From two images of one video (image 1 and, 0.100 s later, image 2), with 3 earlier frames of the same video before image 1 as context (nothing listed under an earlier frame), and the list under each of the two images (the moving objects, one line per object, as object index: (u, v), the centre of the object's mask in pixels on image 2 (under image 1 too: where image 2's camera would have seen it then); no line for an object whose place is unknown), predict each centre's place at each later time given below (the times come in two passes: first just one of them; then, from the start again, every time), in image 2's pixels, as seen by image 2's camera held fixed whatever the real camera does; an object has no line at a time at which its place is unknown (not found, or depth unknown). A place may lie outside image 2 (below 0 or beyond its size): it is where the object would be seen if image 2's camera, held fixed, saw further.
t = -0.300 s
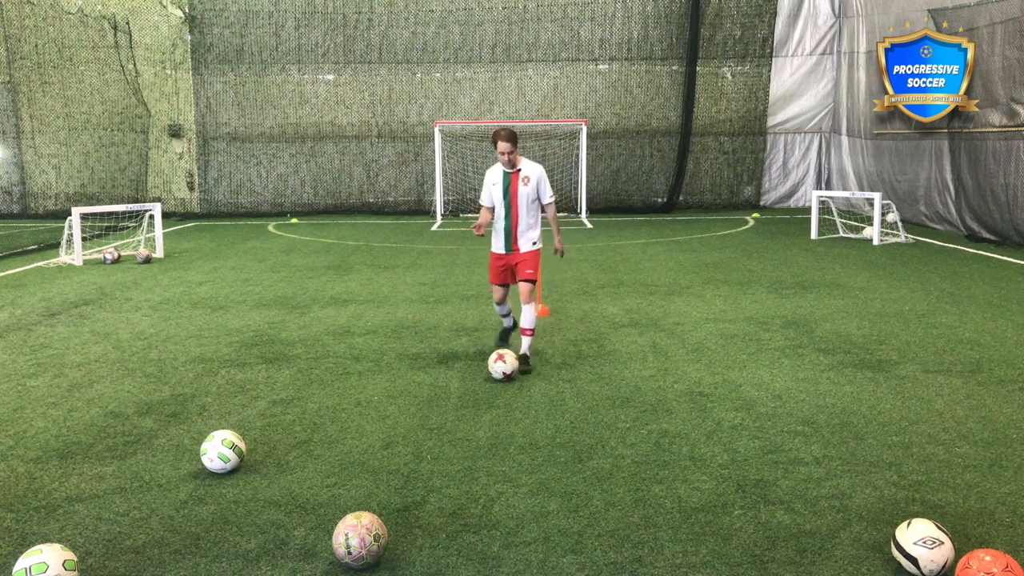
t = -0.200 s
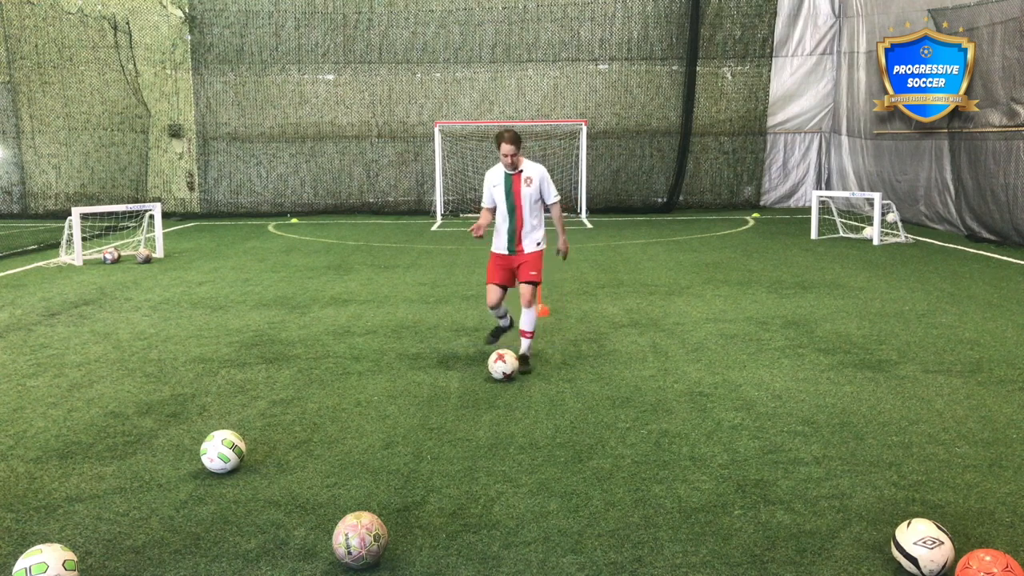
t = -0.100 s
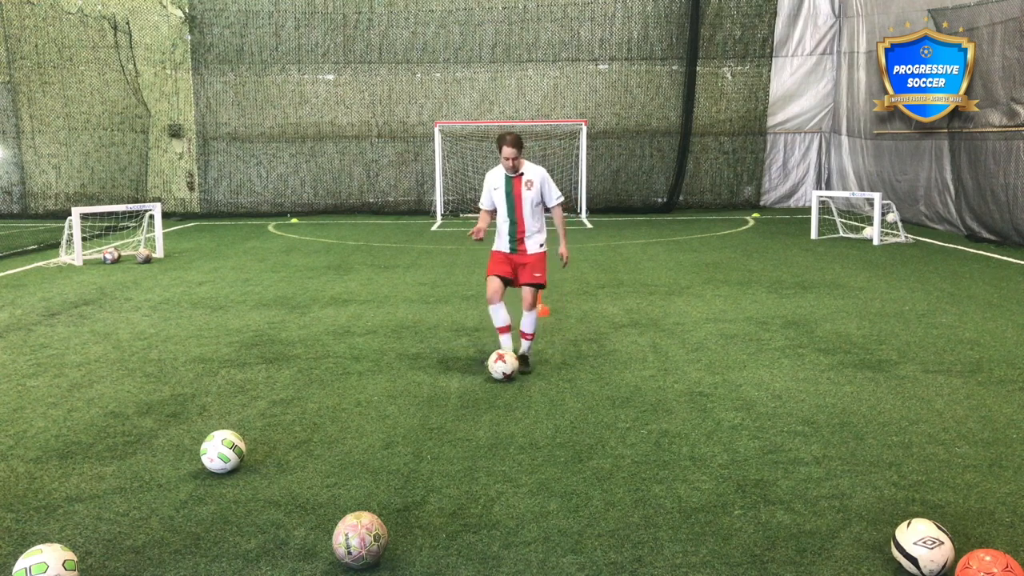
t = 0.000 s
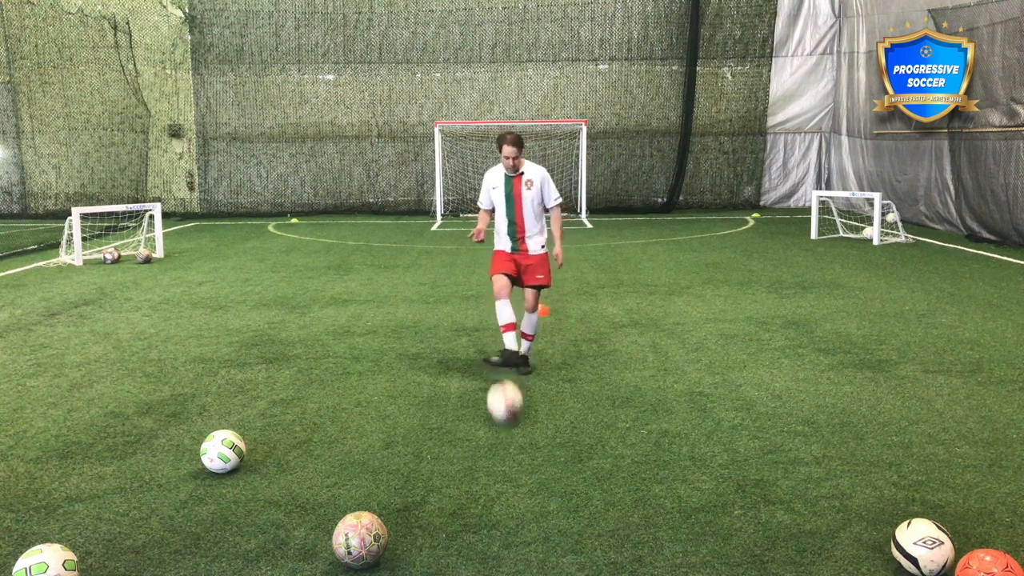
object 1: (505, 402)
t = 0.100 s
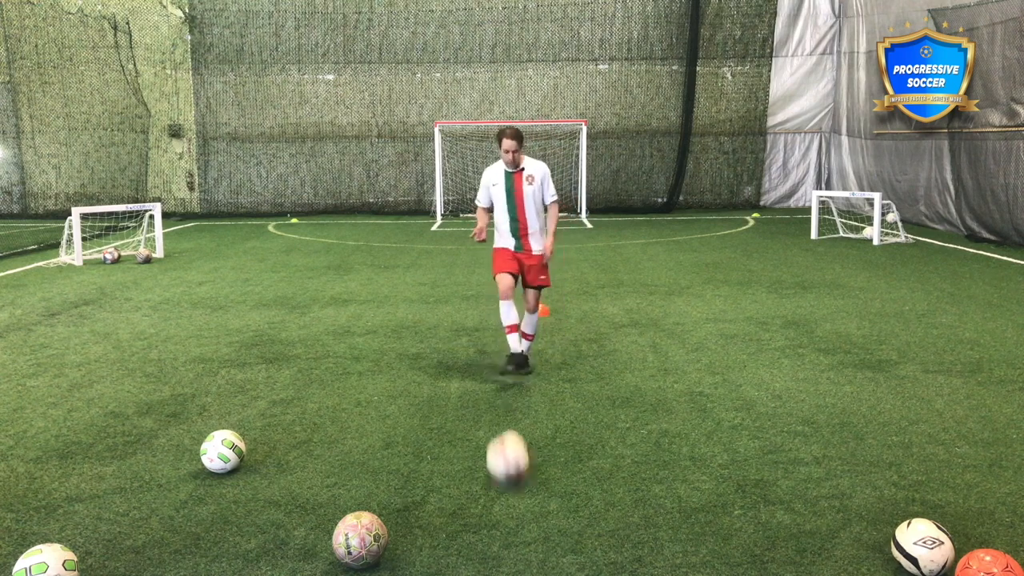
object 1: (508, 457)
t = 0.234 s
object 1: (515, 554)
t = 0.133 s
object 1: (509, 480)
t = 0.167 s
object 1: (511, 506)
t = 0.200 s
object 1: (512, 532)
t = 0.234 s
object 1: (515, 554)
